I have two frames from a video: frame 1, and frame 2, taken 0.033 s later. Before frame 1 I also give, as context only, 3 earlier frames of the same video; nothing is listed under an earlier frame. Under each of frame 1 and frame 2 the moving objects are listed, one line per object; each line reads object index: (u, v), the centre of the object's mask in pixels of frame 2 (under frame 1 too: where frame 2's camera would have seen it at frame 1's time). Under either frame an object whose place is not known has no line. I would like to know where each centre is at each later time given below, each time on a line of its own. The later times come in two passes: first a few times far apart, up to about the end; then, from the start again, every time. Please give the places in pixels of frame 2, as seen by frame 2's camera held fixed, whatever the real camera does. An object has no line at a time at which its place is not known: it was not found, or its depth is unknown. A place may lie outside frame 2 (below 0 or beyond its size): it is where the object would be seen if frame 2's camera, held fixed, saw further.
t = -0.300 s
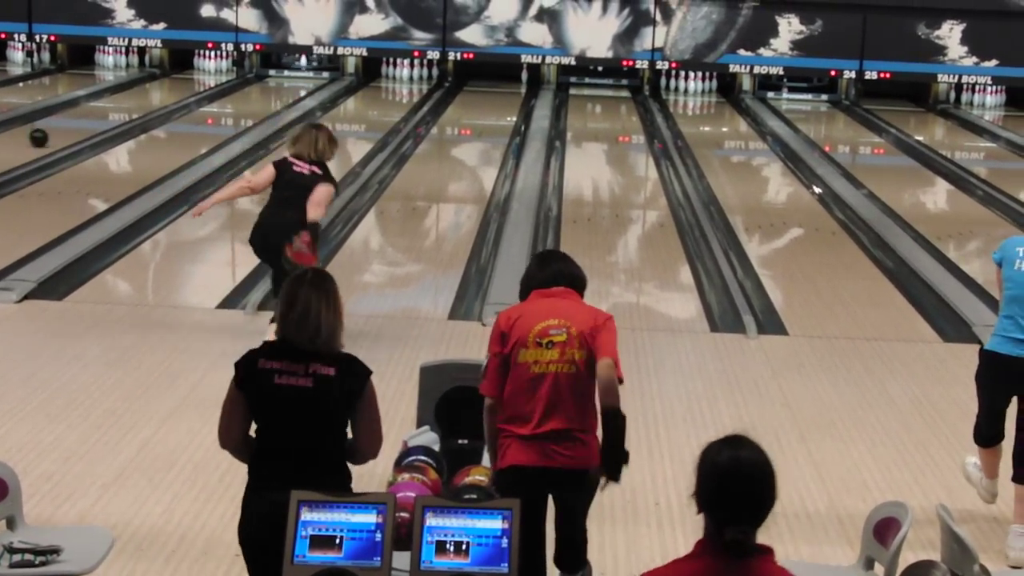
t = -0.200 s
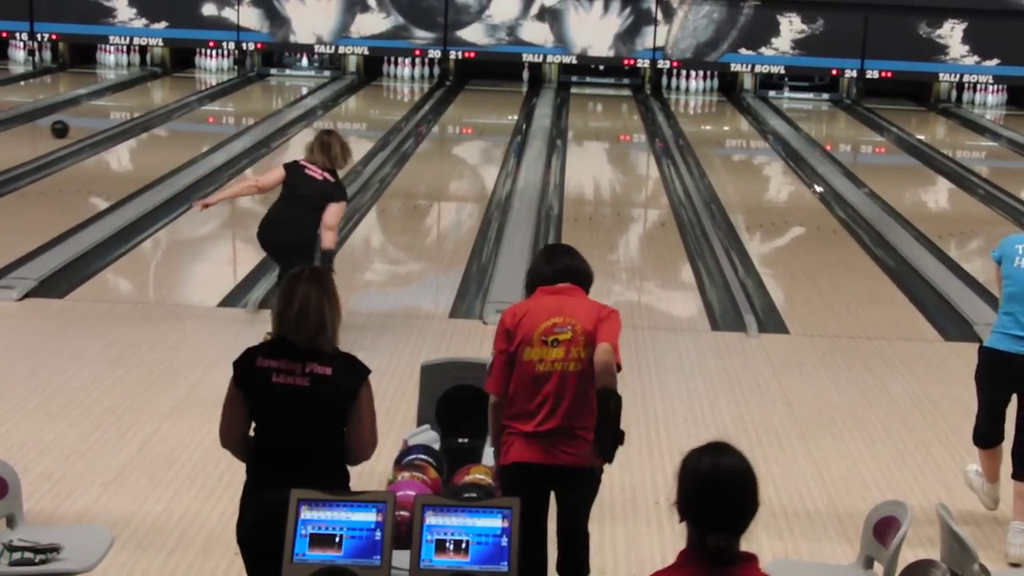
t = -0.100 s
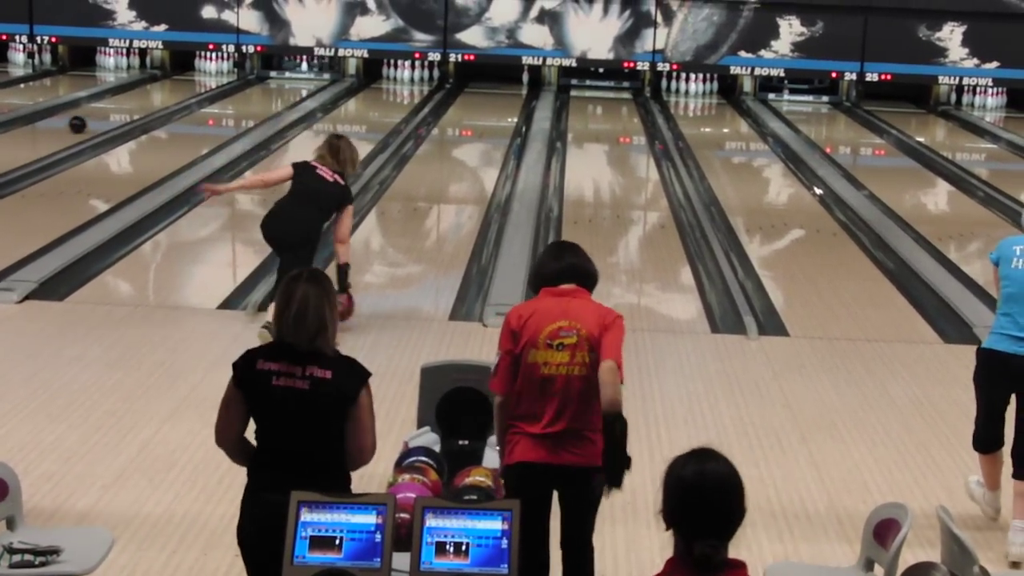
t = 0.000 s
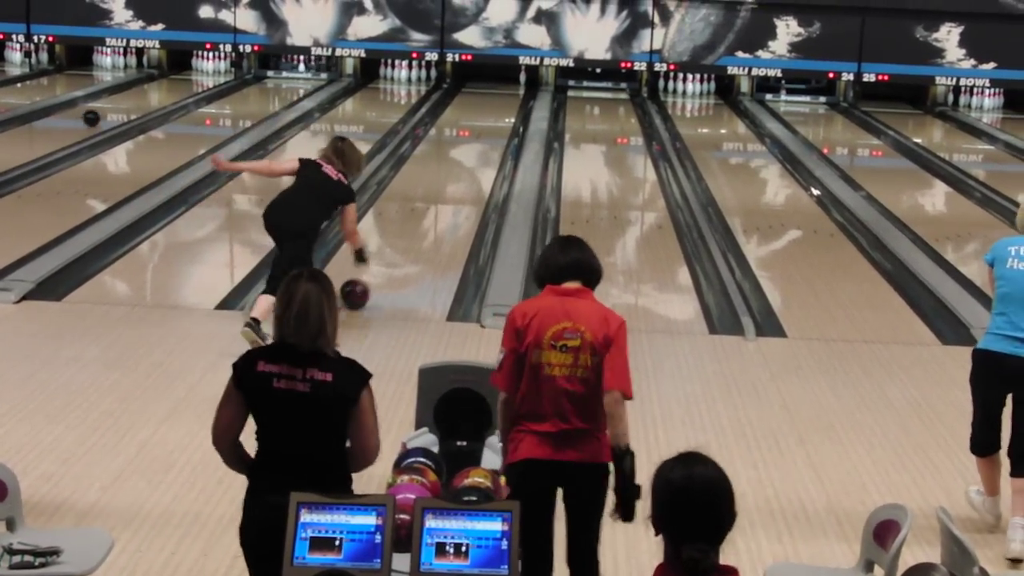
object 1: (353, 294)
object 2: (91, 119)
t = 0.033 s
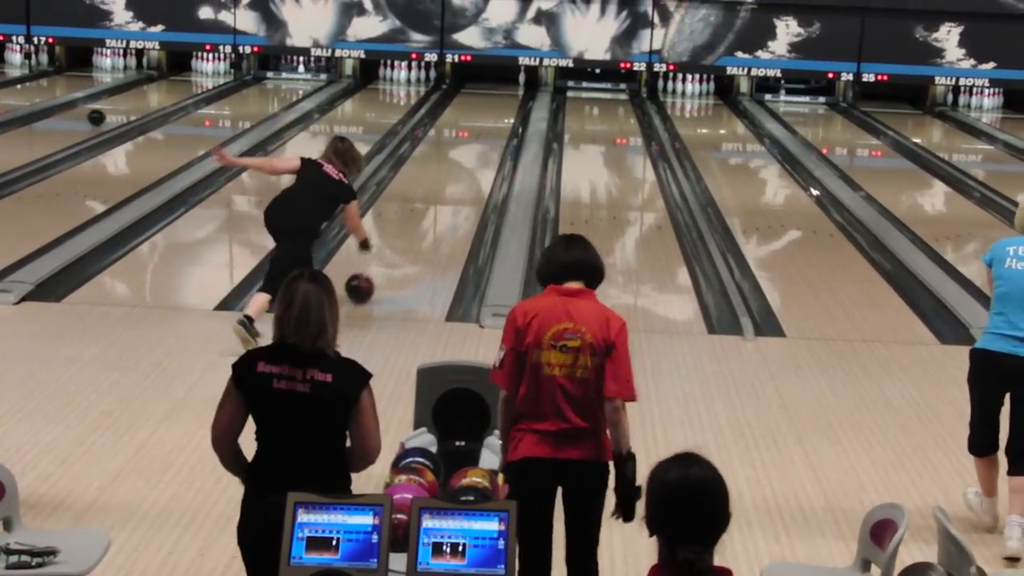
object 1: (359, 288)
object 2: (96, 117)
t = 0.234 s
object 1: (389, 254)
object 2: (125, 106)
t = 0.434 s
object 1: (414, 225)
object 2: (150, 96)
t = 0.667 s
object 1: (436, 197)
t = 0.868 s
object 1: (453, 178)
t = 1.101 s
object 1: (469, 158)
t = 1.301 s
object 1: (480, 144)
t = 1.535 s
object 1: (492, 130)
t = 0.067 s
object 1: (365, 282)
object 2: (101, 115)
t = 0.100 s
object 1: (370, 276)
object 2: (106, 113)
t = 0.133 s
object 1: (375, 270)
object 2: (111, 111)
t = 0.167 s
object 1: (380, 264)
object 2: (116, 109)
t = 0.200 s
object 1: (385, 258)
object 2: (120, 108)
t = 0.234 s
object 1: (389, 254)
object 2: (125, 106)
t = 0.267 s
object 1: (394, 248)
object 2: (130, 104)
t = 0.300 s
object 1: (398, 243)
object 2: (134, 103)
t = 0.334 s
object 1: (402, 239)
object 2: (138, 101)
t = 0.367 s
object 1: (406, 234)
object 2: (142, 99)
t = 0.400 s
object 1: (410, 229)
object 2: (146, 98)
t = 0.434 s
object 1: (414, 225)
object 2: (150, 96)
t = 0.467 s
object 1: (417, 220)
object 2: (154, 96)
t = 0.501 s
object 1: (420, 216)
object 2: (158, 94)
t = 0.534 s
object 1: (424, 212)
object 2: (161, 92)
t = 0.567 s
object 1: (427, 208)
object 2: (164, 91)
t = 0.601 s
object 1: (431, 204)
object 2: (168, 89)
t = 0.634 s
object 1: (434, 200)
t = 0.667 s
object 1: (436, 197)
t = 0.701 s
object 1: (440, 194)
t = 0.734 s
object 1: (443, 191)
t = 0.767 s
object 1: (445, 187)
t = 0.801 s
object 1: (448, 184)
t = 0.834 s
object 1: (450, 181)
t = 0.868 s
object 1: (453, 178)
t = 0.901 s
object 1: (456, 174)
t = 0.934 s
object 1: (458, 172)
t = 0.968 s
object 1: (460, 169)
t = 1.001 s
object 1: (463, 166)
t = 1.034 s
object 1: (465, 164)
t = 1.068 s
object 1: (467, 161)
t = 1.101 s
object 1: (469, 158)
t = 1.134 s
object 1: (471, 155)
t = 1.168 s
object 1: (473, 153)
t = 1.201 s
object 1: (475, 151)
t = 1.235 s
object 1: (477, 149)
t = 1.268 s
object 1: (479, 146)
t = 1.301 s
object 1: (480, 144)
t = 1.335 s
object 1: (482, 142)
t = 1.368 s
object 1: (484, 140)
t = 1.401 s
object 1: (486, 138)
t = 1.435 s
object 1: (487, 136)
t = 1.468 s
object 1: (489, 134)
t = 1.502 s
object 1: (491, 132)
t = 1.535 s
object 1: (492, 130)
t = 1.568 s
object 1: (494, 128)
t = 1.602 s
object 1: (495, 127)
